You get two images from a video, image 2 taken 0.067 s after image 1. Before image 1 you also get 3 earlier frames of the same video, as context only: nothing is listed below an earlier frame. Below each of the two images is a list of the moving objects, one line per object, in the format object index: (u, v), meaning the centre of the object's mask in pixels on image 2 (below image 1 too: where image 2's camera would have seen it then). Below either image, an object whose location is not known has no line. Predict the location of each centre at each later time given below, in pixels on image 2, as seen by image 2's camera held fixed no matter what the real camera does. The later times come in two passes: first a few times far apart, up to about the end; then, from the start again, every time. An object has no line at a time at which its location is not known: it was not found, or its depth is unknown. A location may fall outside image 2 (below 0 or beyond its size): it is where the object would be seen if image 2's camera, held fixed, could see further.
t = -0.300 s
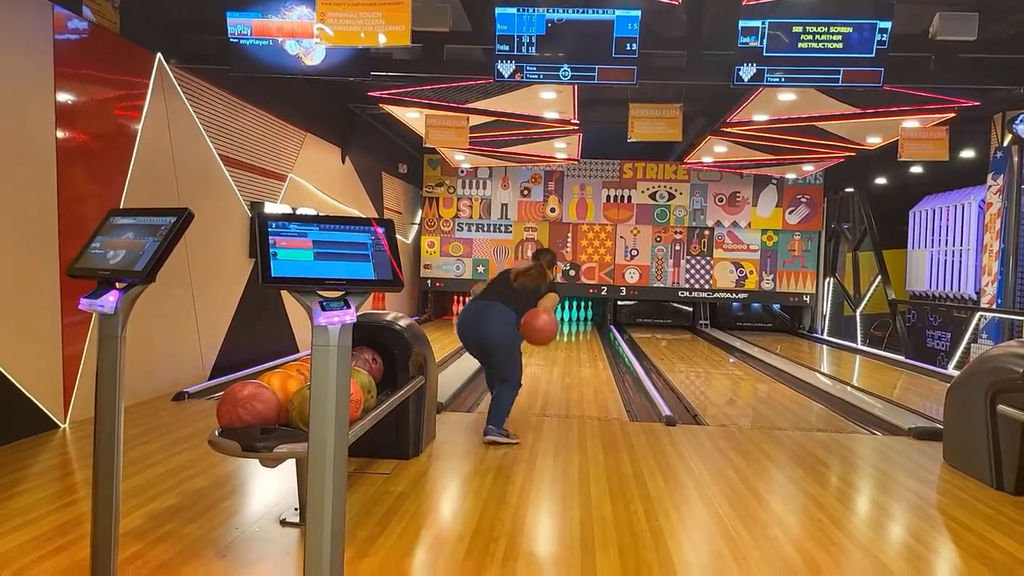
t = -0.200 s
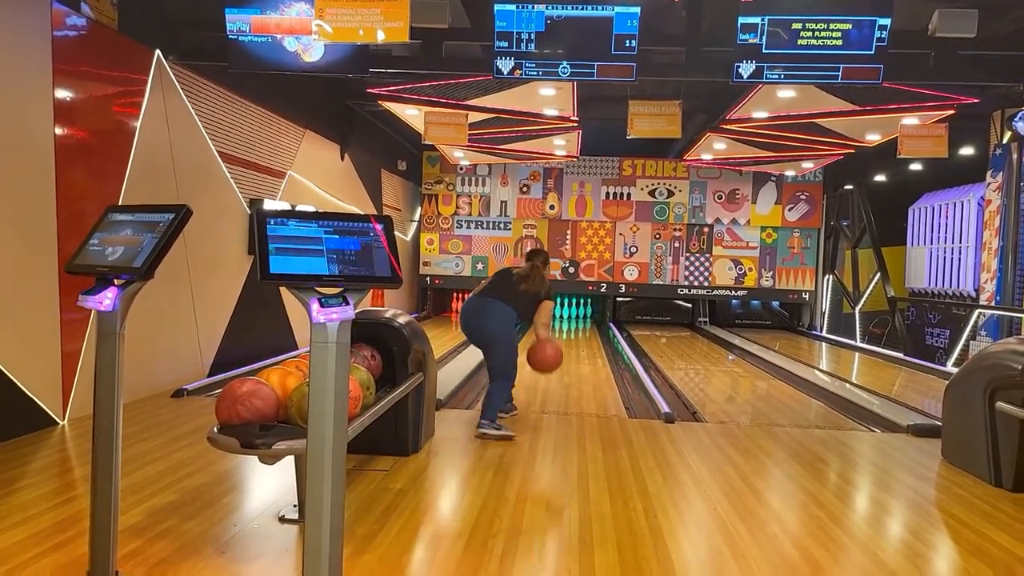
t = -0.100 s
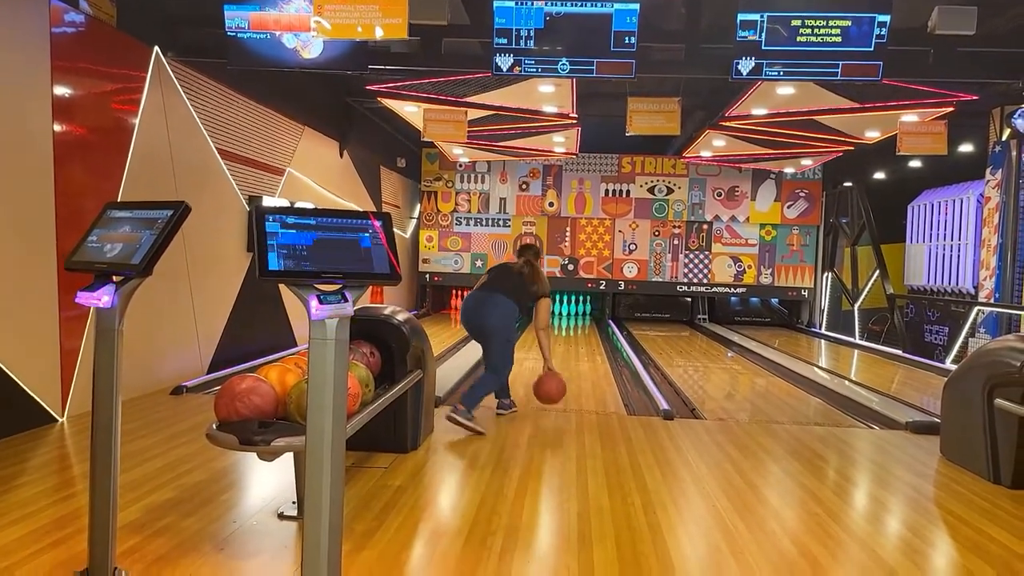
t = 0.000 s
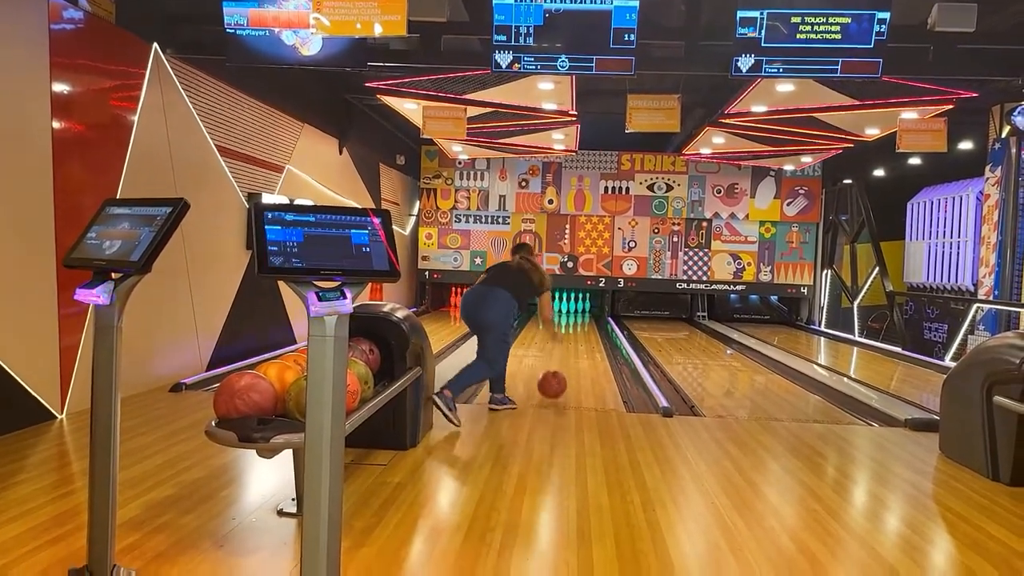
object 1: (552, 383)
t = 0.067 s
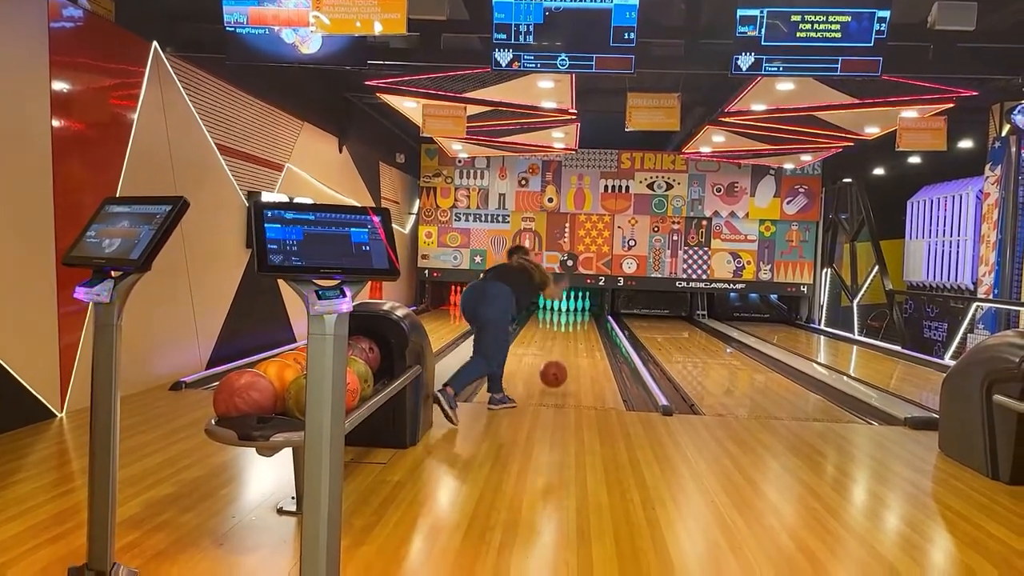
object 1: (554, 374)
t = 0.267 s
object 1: (557, 358)
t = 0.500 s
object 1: (560, 342)
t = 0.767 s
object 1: (561, 331)
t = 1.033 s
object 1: (562, 322)
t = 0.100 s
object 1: (554, 371)
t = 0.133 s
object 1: (555, 370)
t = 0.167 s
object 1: (555, 366)
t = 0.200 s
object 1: (557, 364)
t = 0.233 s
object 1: (557, 361)
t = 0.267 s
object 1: (557, 358)
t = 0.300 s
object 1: (558, 356)
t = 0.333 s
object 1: (558, 352)
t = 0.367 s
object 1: (558, 350)
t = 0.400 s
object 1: (559, 348)
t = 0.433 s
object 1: (559, 346)
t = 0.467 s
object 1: (560, 344)
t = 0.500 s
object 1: (560, 342)
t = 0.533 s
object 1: (560, 341)
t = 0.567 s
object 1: (560, 340)
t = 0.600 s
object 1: (561, 338)
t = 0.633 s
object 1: (561, 336)
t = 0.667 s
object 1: (562, 335)
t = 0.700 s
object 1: (561, 334)
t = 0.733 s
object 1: (561, 332)
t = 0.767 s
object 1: (561, 331)
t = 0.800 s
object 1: (561, 329)
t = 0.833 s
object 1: (561, 329)
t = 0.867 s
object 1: (561, 327)
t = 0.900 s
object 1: (562, 326)
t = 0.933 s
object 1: (561, 325)
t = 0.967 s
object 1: (562, 324)
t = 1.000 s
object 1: (561, 323)
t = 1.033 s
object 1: (562, 322)
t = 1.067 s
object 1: (562, 321)
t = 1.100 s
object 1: (562, 320)
